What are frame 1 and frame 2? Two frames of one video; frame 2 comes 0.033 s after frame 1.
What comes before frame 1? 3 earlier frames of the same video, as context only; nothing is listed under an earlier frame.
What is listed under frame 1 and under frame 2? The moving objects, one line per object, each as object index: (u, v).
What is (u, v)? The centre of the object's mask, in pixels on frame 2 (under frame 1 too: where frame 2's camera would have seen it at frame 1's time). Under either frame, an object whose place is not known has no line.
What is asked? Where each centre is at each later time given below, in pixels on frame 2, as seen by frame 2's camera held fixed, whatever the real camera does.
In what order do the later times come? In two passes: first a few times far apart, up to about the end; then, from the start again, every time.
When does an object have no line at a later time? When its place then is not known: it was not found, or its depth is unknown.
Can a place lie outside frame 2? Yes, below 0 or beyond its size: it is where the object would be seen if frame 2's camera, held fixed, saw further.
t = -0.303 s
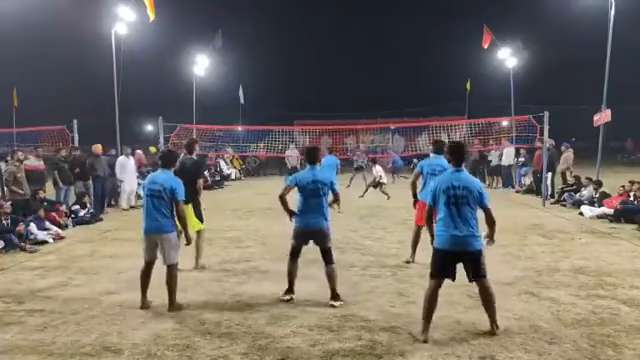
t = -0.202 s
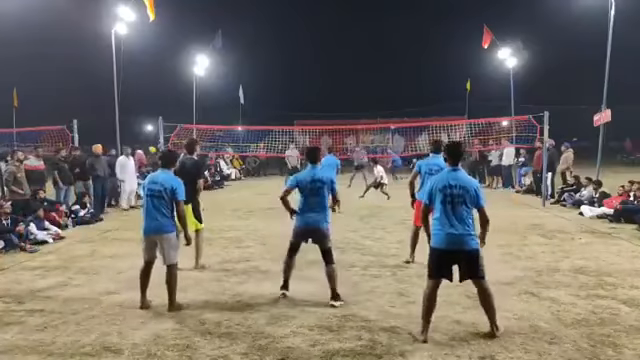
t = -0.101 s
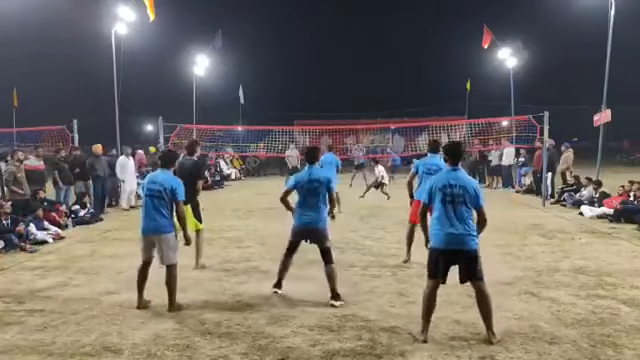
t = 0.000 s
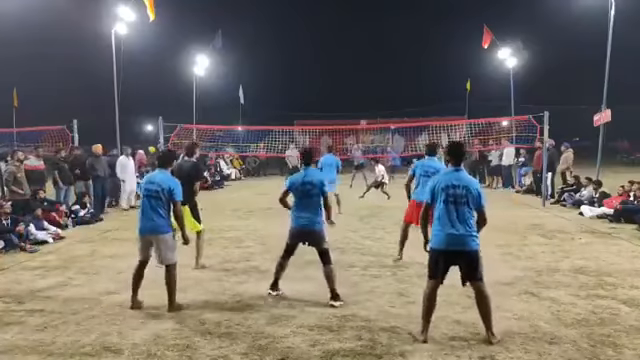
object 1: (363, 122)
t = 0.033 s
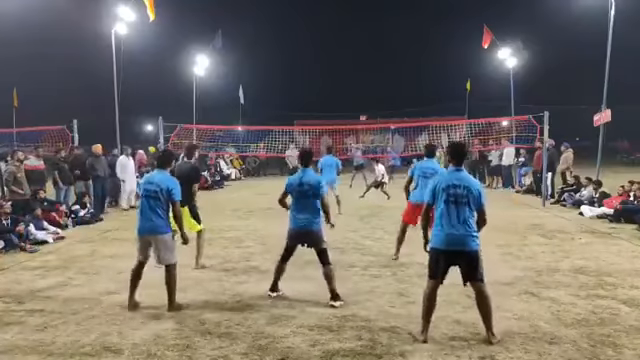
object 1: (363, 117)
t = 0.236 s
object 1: (360, 86)
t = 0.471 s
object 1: (358, 57)
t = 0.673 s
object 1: (355, 44)
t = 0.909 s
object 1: (353, 50)
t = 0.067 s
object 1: (363, 112)
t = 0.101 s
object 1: (362, 106)
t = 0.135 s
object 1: (362, 101)
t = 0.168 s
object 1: (361, 96)
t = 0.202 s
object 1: (361, 91)
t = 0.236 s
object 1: (360, 86)
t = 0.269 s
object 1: (360, 81)
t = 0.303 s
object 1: (359, 77)
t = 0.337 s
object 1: (359, 73)
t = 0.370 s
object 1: (359, 68)
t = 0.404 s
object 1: (359, 64)
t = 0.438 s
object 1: (358, 61)
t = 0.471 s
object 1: (358, 57)
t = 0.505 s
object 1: (357, 55)
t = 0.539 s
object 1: (357, 52)
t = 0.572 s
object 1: (357, 49)
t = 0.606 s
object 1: (356, 47)
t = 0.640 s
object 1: (356, 46)
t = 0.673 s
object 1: (355, 44)
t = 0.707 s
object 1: (355, 44)
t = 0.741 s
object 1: (355, 44)
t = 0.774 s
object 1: (355, 44)
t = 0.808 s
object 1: (355, 44)
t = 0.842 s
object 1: (354, 46)
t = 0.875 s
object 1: (354, 48)
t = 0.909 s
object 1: (353, 50)
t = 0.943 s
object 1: (353, 53)
